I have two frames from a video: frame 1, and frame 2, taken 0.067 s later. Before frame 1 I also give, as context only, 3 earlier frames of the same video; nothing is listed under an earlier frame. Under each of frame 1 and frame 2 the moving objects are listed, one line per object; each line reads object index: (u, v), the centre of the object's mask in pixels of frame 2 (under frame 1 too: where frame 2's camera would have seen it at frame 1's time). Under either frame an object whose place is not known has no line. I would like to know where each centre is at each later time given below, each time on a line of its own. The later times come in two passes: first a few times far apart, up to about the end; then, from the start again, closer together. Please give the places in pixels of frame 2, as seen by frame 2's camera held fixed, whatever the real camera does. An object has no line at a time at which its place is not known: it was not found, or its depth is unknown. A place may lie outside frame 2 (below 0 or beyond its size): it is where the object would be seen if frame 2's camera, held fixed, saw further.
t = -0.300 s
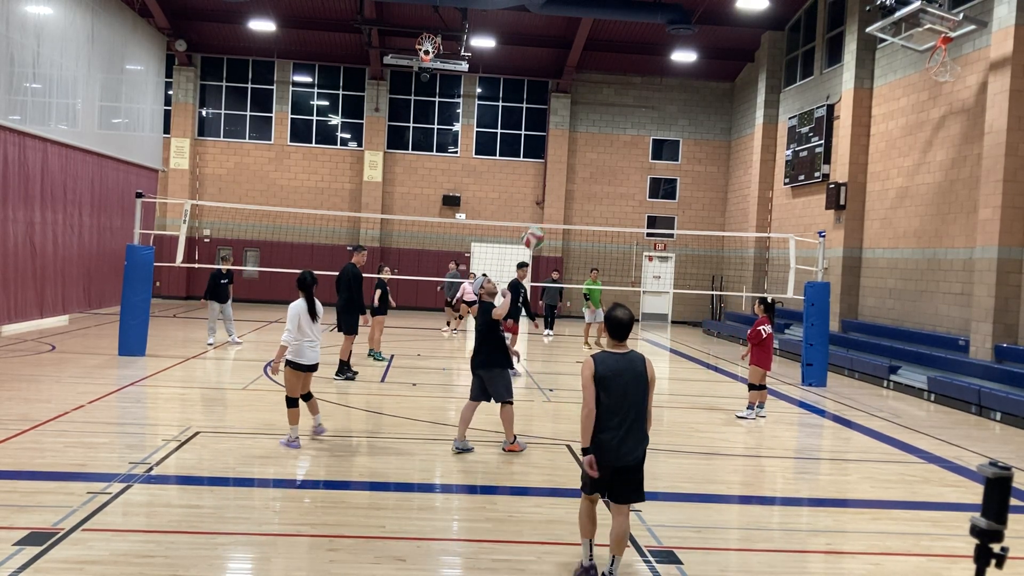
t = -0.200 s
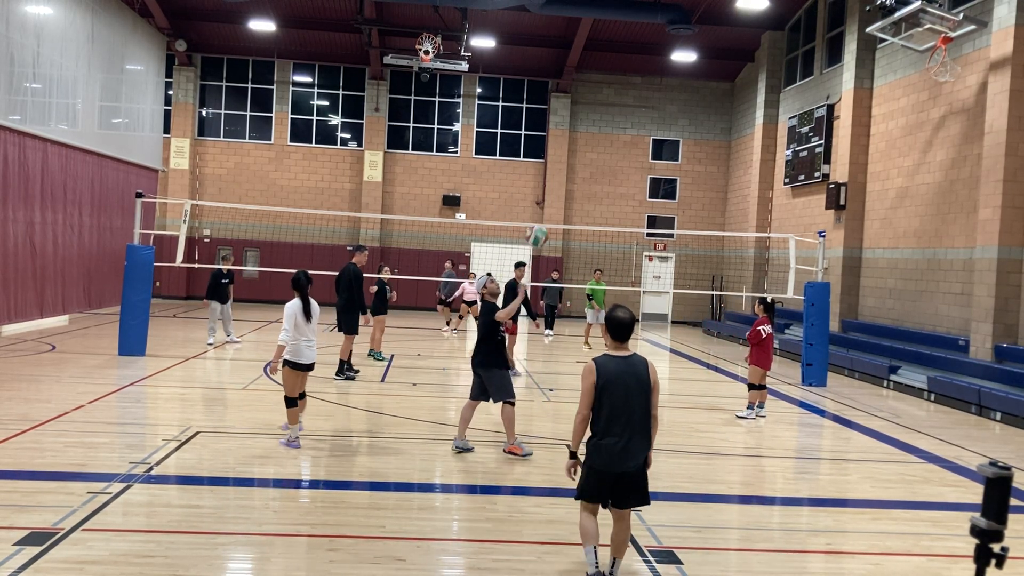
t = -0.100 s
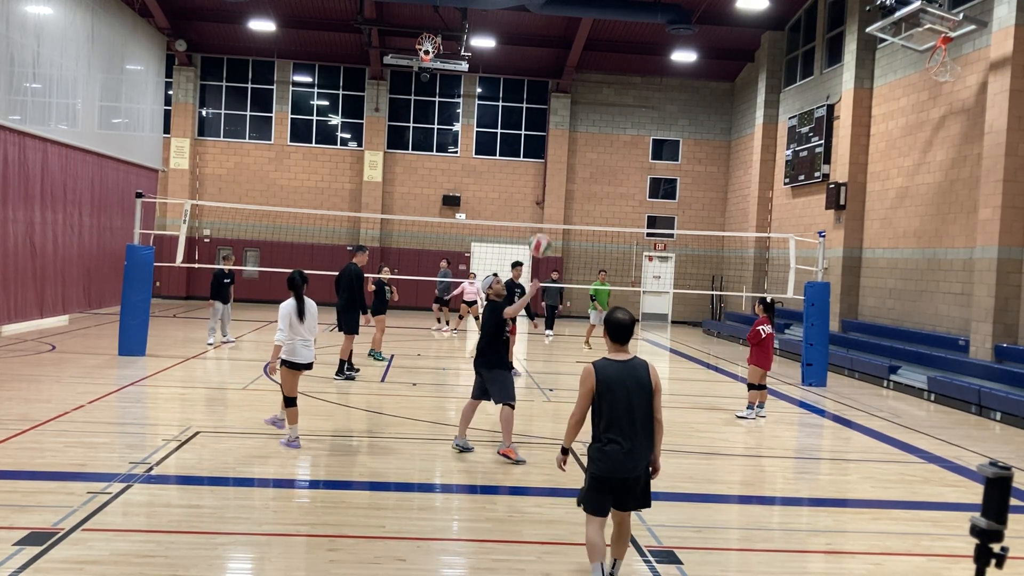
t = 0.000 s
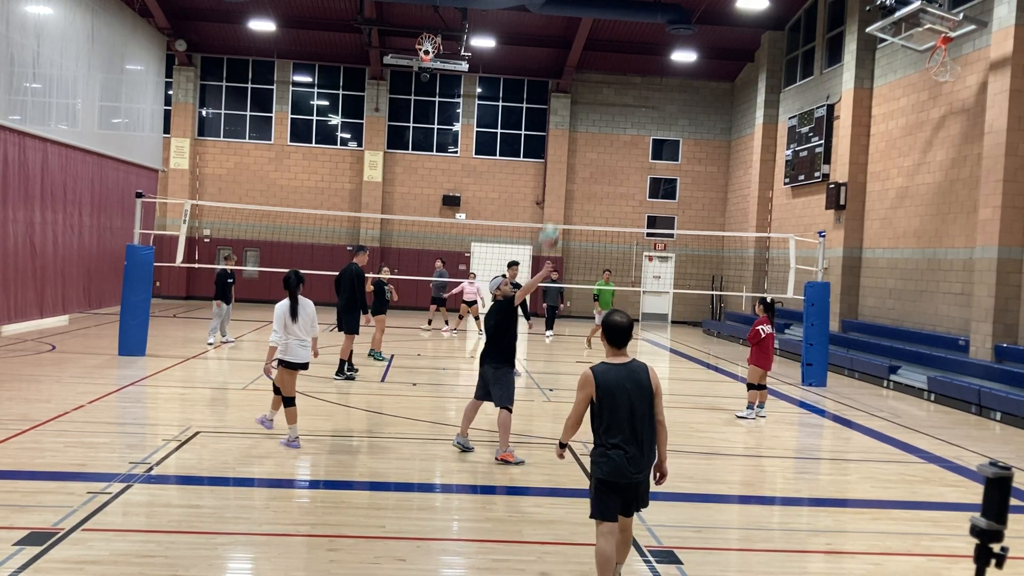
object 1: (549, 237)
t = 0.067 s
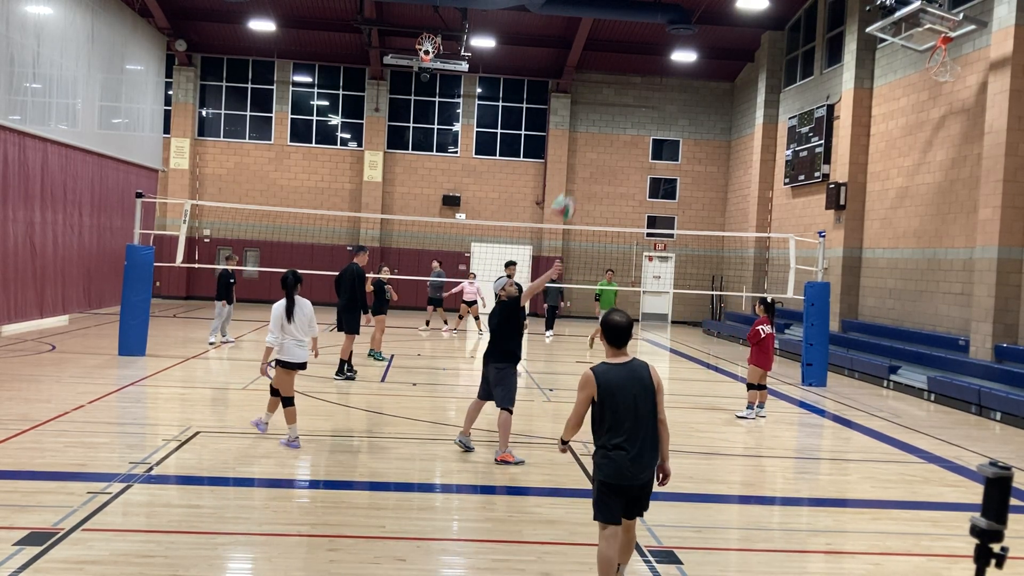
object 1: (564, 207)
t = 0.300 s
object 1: (612, 137)
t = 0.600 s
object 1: (680, 138)
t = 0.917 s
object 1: (755, 287)
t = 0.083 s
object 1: (567, 200)
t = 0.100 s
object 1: (570, 193)
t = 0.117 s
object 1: (573, 187)
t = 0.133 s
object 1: (576, 181)
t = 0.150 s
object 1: (580, 175)
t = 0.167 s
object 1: (584, 169)
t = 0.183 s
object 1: (588, 164)
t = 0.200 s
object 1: (591, 159)
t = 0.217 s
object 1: (594, 154)
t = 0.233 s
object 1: (598, 151)
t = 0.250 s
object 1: (602, 147)
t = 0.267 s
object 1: (606, 143)
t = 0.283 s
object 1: (609, 140)
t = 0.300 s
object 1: (612, 137)
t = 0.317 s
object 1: (616, 134)
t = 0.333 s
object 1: (620, 131)
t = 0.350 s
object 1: (623, 129)
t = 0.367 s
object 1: (627, 127)
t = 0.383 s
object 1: (631, 126)
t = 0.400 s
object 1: (634, 124)
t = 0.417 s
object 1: (638, 123)
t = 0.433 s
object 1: (642, 123)
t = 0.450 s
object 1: (645, 122)
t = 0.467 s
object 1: (649, 123)
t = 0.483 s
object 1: (653, 123)
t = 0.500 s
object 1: (657, 124)
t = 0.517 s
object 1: (661, 126)
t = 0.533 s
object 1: (664, 127)
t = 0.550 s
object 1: (668, 130)
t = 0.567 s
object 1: (672, 132)
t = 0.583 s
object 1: (676, 135)
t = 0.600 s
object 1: (680, 138)
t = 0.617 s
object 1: (684, 141)
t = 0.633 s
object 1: (688, 146)
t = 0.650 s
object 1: (693, 151)
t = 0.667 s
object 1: (697, 156)
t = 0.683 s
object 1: (700, 161)
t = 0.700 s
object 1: (704, 167)
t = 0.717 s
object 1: (707, 173)
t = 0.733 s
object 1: (711, 180)
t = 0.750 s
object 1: (716, 187)
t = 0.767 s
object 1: (719, 195)
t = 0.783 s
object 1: (723, 204)
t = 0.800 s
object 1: (727, 212)
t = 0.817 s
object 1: (731, 220)
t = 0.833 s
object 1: (736, 231)
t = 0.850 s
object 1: (740, 242)
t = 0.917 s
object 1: (755, 287)
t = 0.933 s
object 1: (760, 301)
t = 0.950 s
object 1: (764, 313)
